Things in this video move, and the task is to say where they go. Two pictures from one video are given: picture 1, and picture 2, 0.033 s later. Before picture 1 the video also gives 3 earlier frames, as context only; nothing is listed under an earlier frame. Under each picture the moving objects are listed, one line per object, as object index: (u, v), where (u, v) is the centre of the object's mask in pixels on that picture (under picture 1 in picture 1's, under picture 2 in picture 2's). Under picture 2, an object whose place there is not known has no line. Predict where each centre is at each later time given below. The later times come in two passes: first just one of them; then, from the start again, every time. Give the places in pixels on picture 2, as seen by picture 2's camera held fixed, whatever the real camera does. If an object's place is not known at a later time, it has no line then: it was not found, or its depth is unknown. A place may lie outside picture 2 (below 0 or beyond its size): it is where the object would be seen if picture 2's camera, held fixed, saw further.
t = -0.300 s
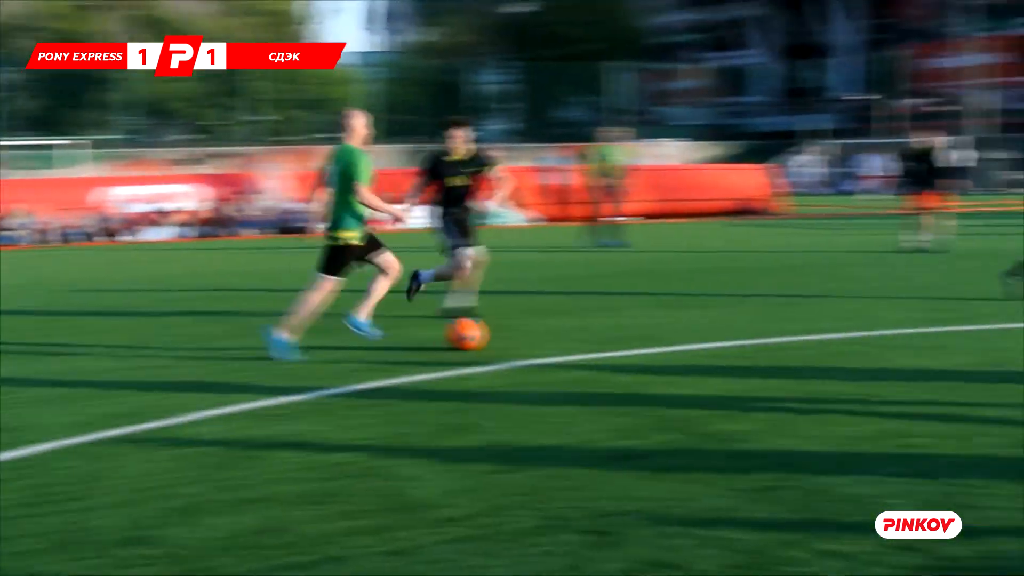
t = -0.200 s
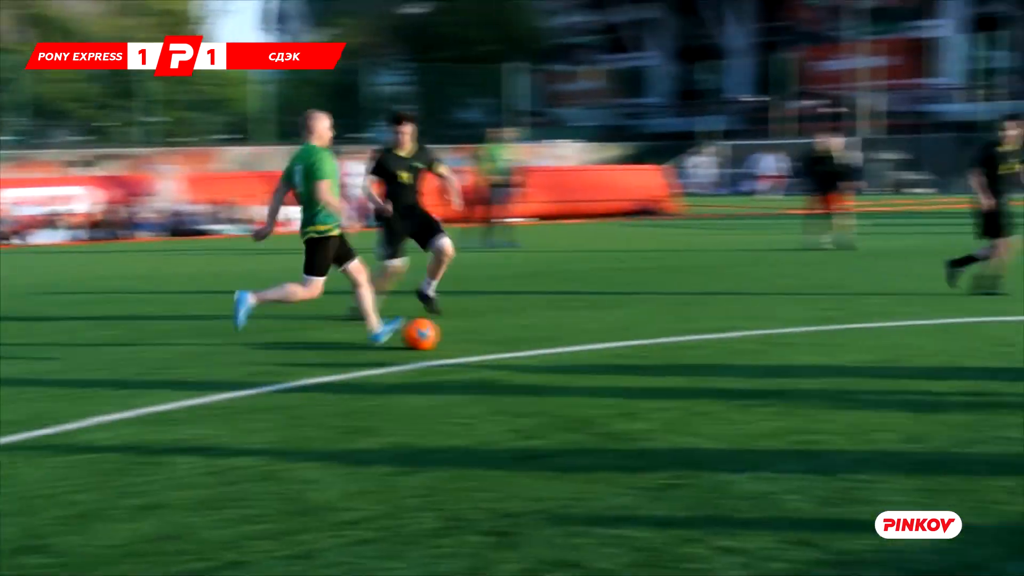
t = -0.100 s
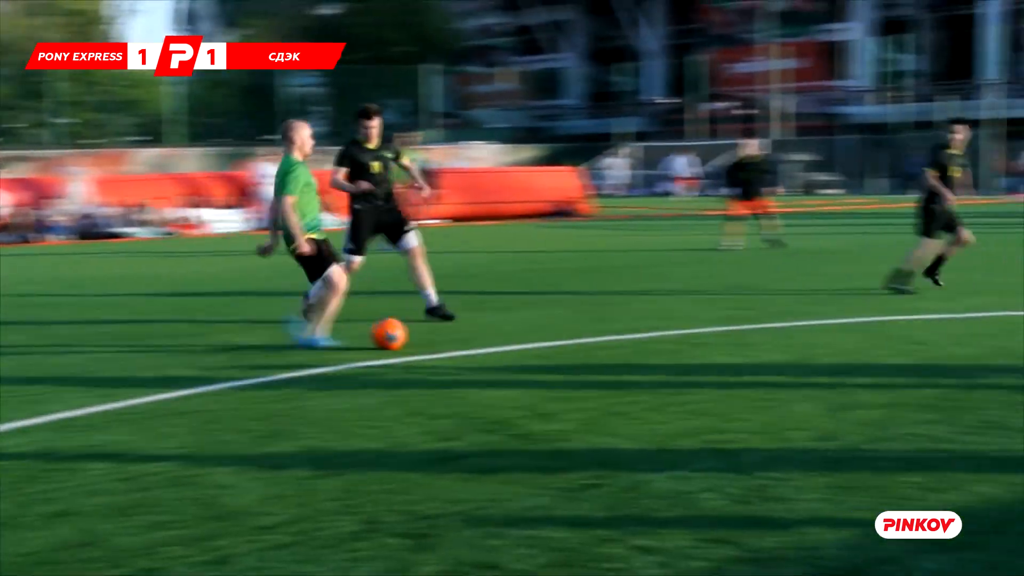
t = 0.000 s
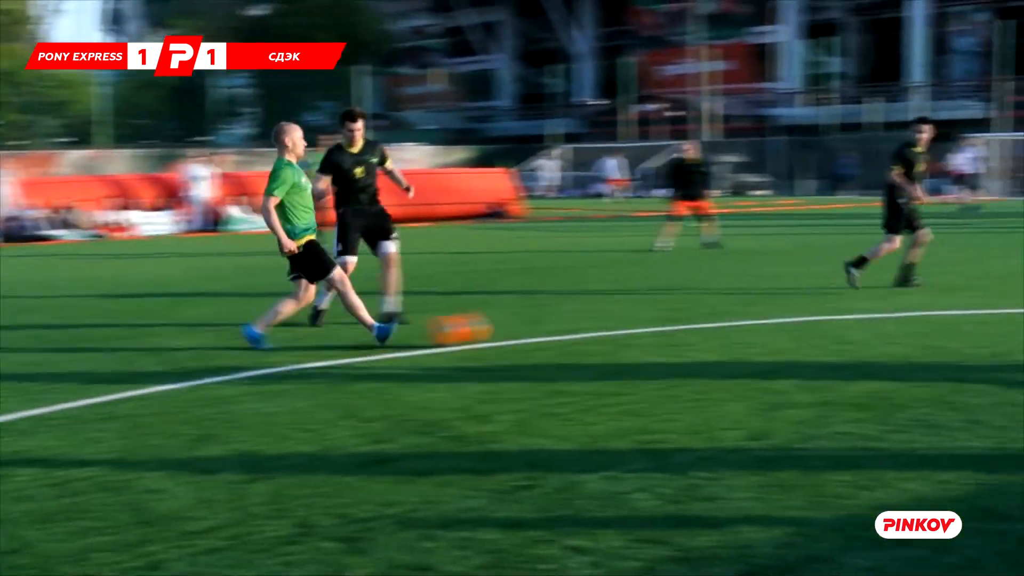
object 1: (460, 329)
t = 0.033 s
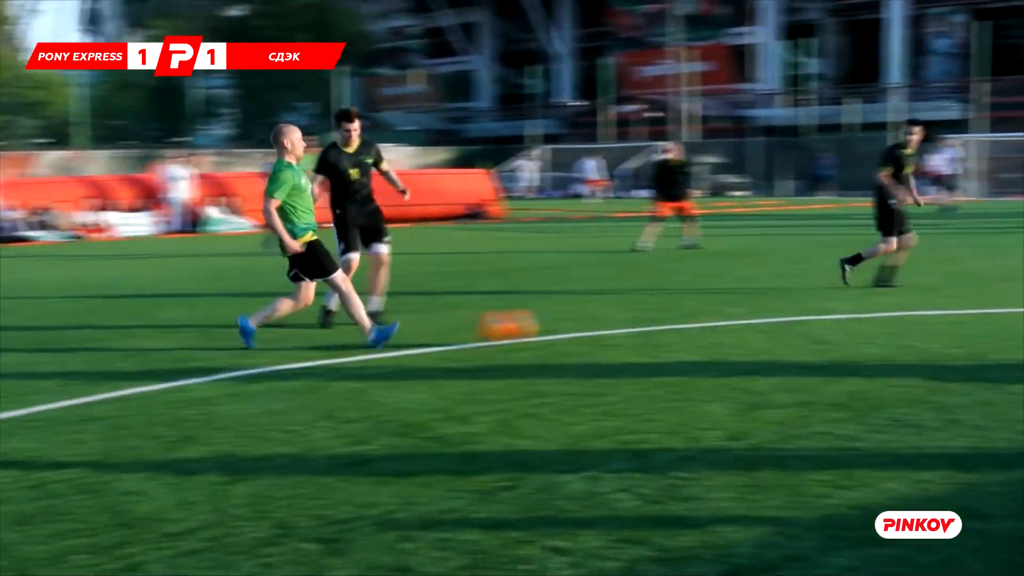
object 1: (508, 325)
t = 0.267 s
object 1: (927, 316)
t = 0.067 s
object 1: (574, 322)
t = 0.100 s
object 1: (639, 323)
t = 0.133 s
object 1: (700, 324)
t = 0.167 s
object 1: (760, 323)
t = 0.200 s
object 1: (817, 319)
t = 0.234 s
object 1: (872, 317)
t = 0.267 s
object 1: (927, 316)
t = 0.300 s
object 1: (982, 316)
